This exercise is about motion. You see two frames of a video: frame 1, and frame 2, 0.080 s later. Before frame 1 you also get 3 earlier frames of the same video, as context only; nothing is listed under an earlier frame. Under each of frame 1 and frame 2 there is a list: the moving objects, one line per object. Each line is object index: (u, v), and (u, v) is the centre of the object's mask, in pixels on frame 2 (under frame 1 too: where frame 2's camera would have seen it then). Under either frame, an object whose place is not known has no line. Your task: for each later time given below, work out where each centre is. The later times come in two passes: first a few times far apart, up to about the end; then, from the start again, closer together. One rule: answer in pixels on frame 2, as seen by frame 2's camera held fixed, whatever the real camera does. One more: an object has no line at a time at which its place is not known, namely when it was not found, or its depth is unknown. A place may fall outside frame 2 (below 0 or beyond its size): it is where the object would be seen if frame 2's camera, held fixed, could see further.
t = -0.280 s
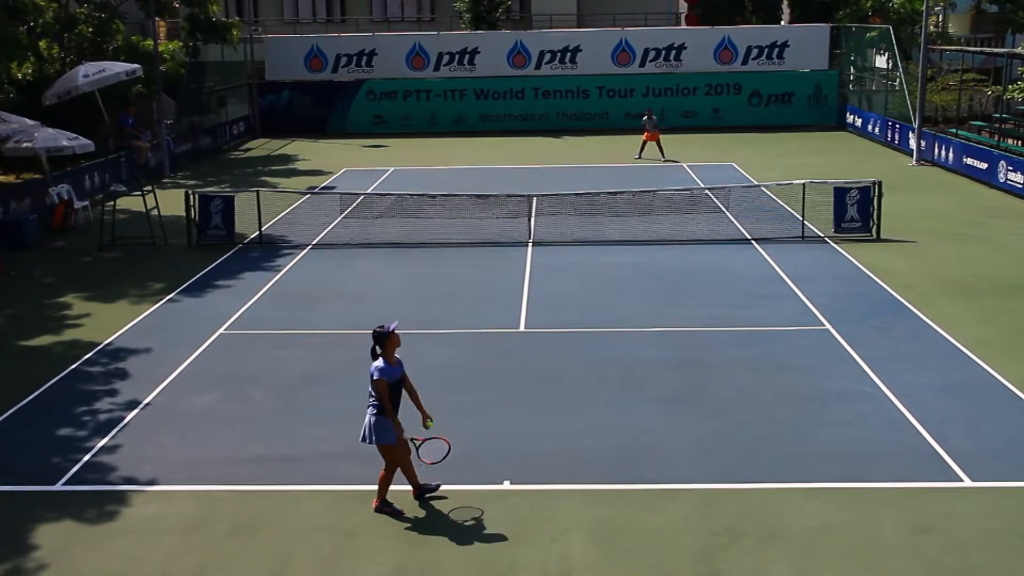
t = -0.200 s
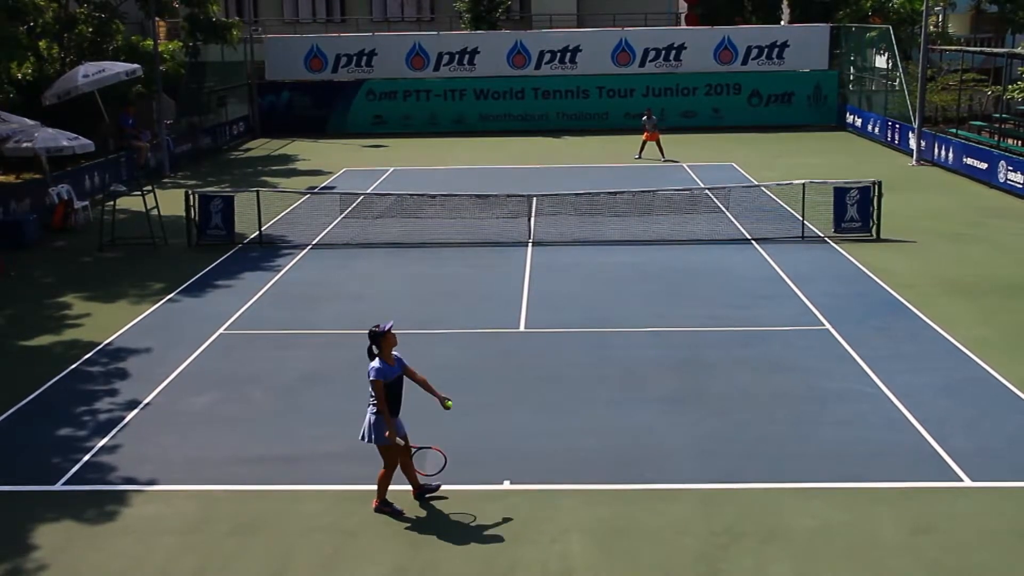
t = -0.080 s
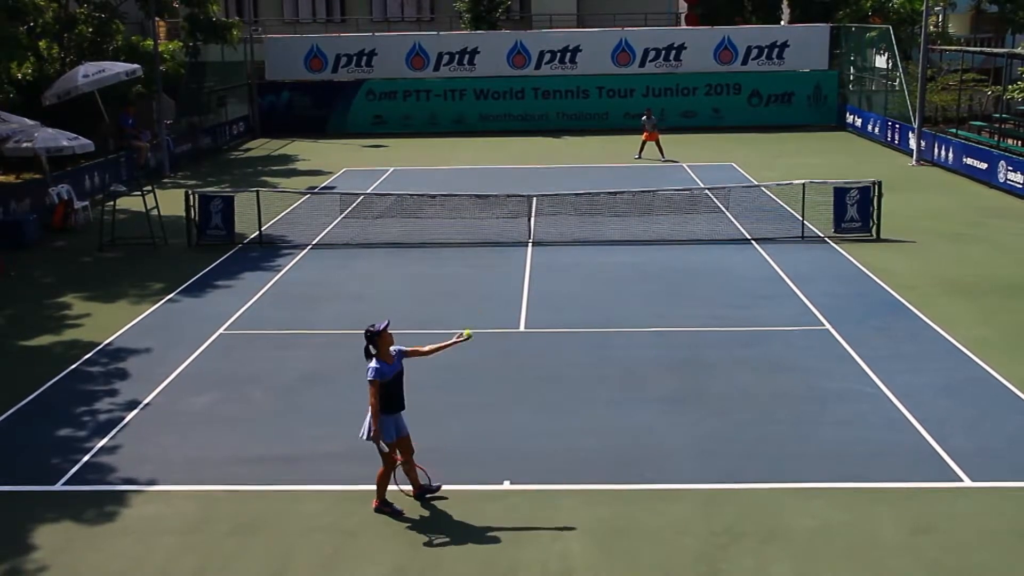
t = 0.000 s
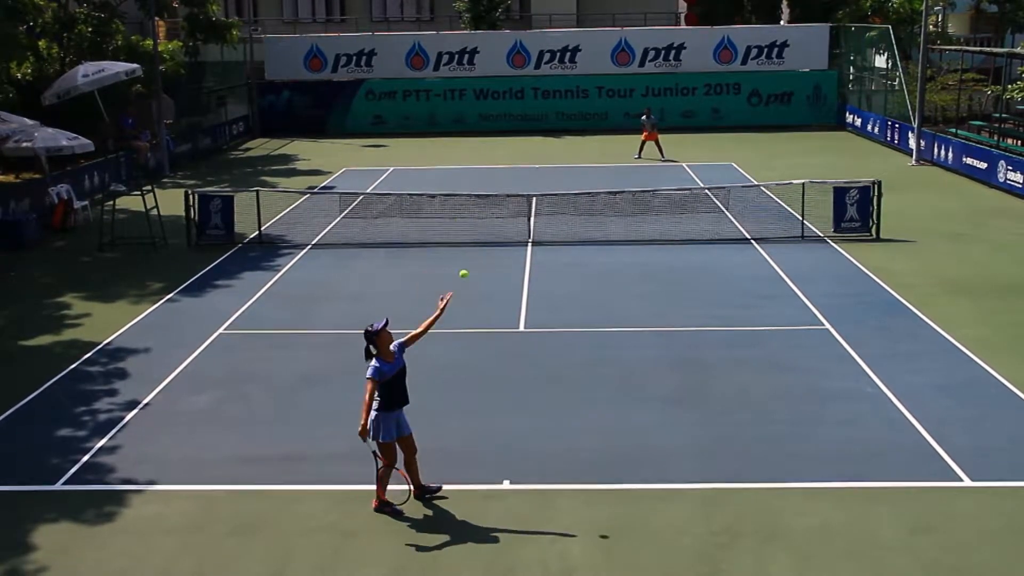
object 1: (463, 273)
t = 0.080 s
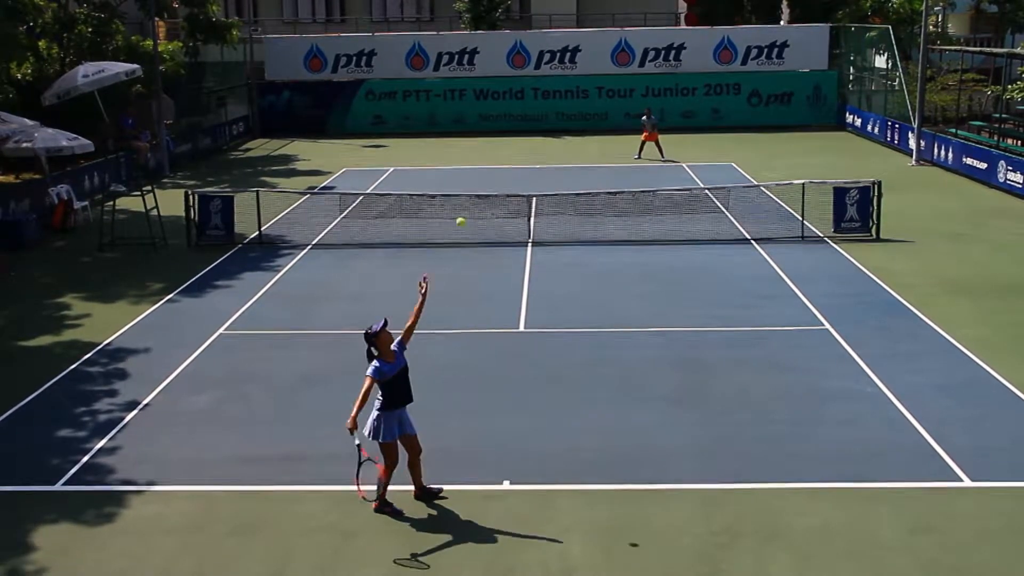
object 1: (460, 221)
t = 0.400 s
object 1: (450, 82)
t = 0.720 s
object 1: (443, 62)
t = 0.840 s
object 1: (441, 87)
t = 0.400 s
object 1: (450, 82)
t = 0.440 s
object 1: (449, 72)
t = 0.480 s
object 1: (447, 65)
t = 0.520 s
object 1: (446, 60)
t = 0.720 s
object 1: (443, 62)
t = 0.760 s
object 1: (443, 68)
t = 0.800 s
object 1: (442, 77)
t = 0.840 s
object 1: (441, 87)
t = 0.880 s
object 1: (441, 98)
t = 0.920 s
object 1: (440, 112)
